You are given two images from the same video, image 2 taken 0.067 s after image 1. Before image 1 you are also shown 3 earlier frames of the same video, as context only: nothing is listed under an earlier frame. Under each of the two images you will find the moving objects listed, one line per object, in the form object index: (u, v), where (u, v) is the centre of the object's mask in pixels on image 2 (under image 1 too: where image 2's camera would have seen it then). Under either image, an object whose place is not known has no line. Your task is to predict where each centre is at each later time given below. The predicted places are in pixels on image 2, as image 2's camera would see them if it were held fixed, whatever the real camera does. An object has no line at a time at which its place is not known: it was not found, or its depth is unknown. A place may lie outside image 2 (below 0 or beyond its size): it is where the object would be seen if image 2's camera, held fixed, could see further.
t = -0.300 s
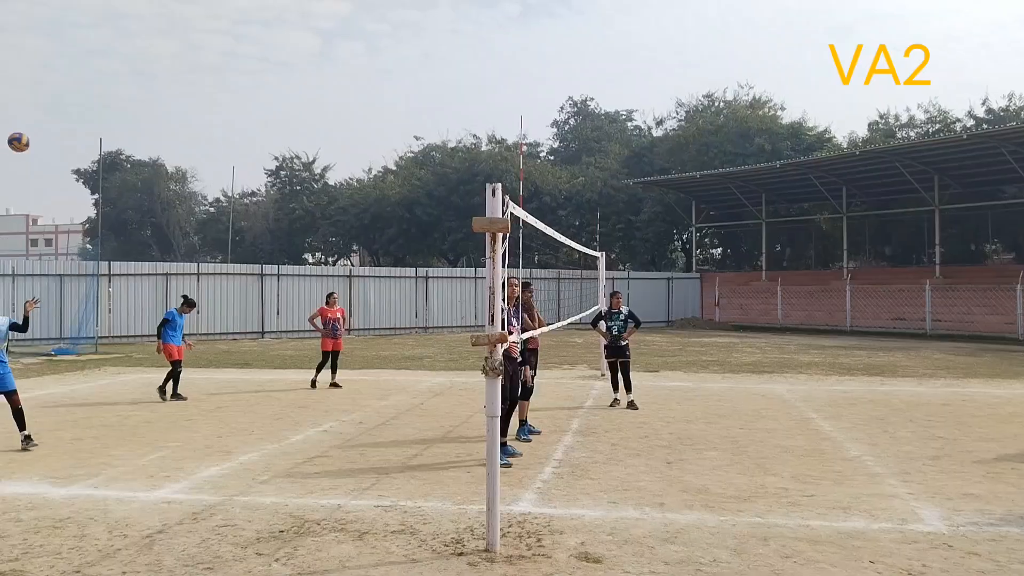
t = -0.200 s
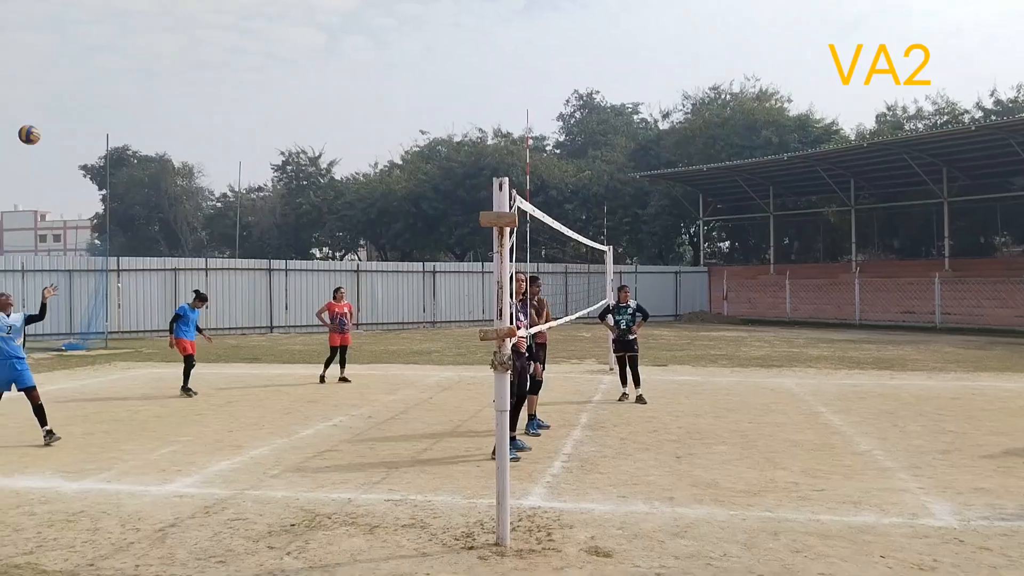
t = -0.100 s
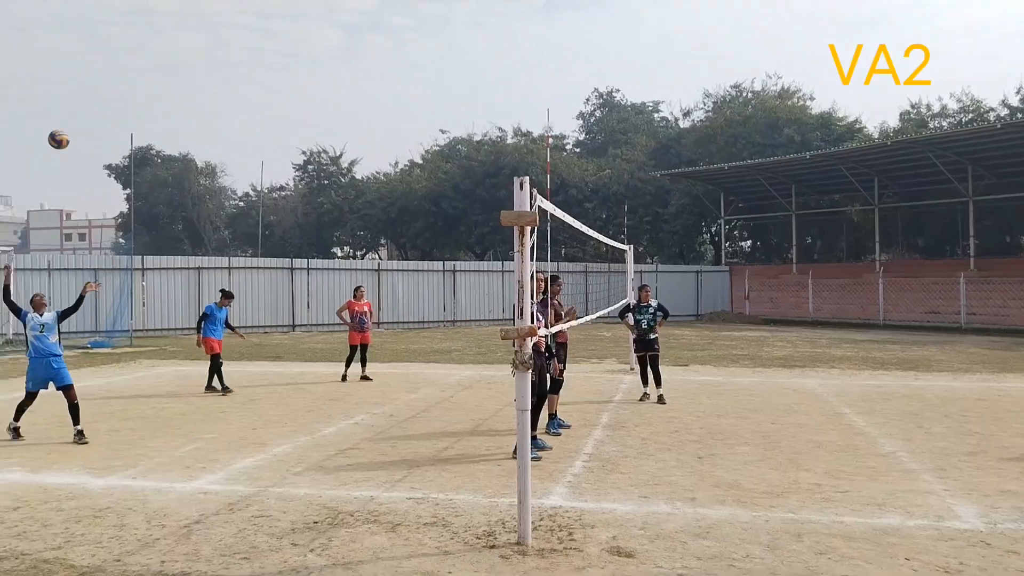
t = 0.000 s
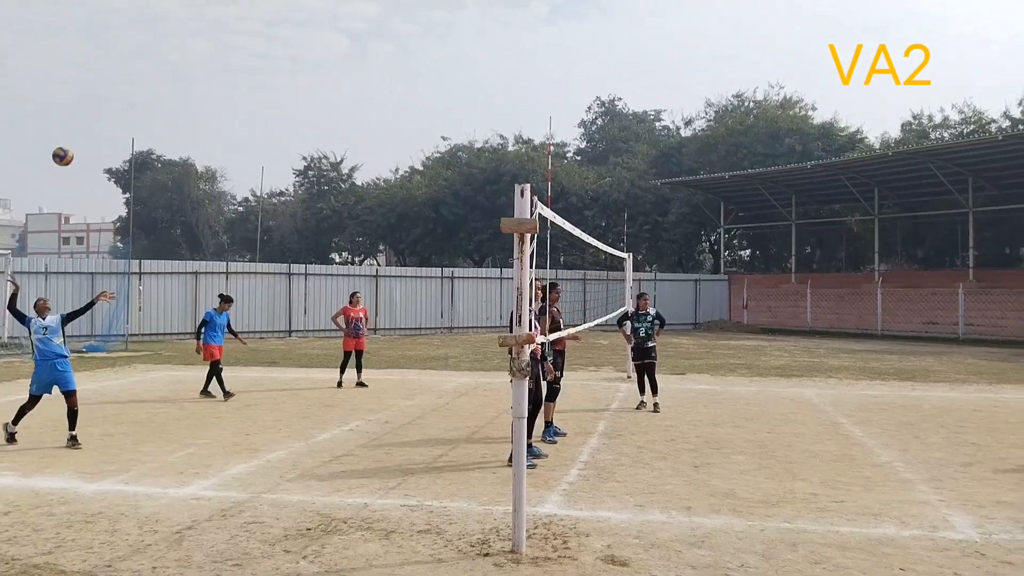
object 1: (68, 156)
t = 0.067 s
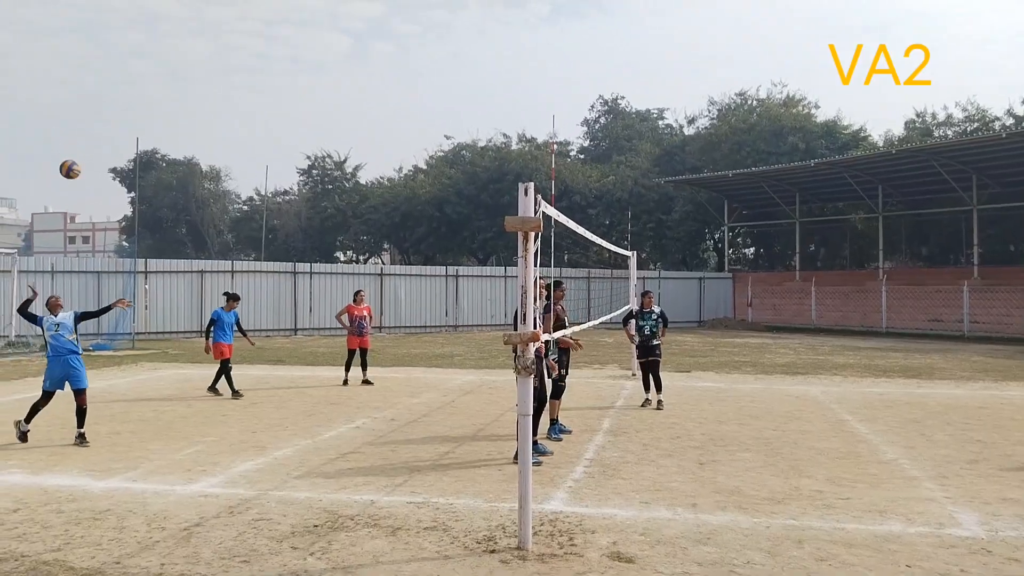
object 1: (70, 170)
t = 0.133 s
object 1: (73, 187)
